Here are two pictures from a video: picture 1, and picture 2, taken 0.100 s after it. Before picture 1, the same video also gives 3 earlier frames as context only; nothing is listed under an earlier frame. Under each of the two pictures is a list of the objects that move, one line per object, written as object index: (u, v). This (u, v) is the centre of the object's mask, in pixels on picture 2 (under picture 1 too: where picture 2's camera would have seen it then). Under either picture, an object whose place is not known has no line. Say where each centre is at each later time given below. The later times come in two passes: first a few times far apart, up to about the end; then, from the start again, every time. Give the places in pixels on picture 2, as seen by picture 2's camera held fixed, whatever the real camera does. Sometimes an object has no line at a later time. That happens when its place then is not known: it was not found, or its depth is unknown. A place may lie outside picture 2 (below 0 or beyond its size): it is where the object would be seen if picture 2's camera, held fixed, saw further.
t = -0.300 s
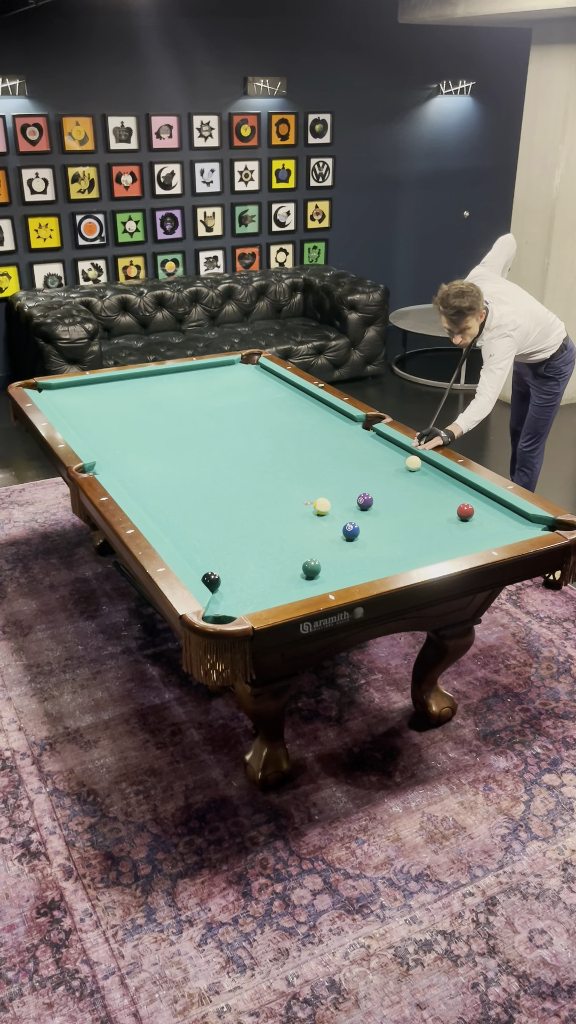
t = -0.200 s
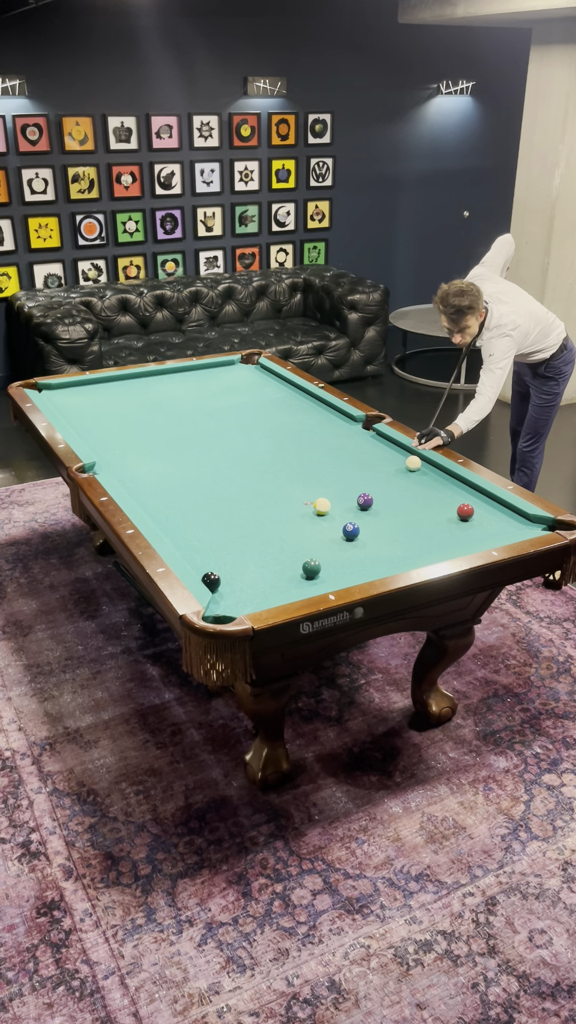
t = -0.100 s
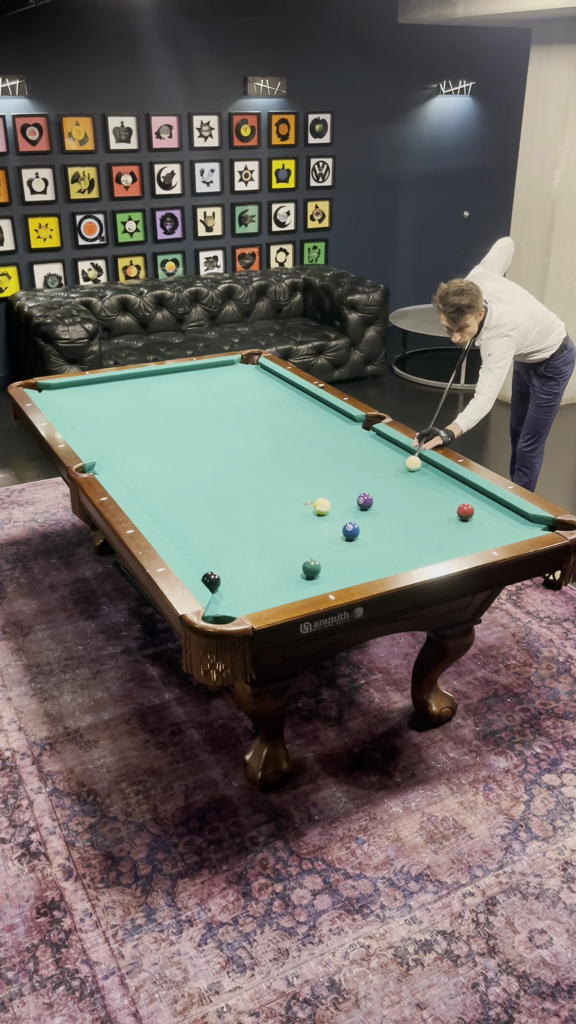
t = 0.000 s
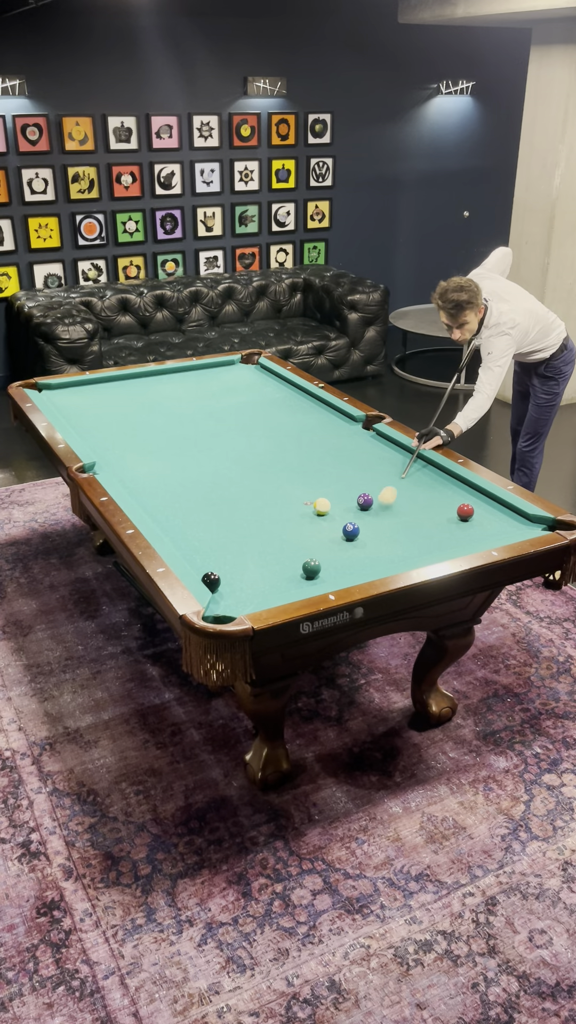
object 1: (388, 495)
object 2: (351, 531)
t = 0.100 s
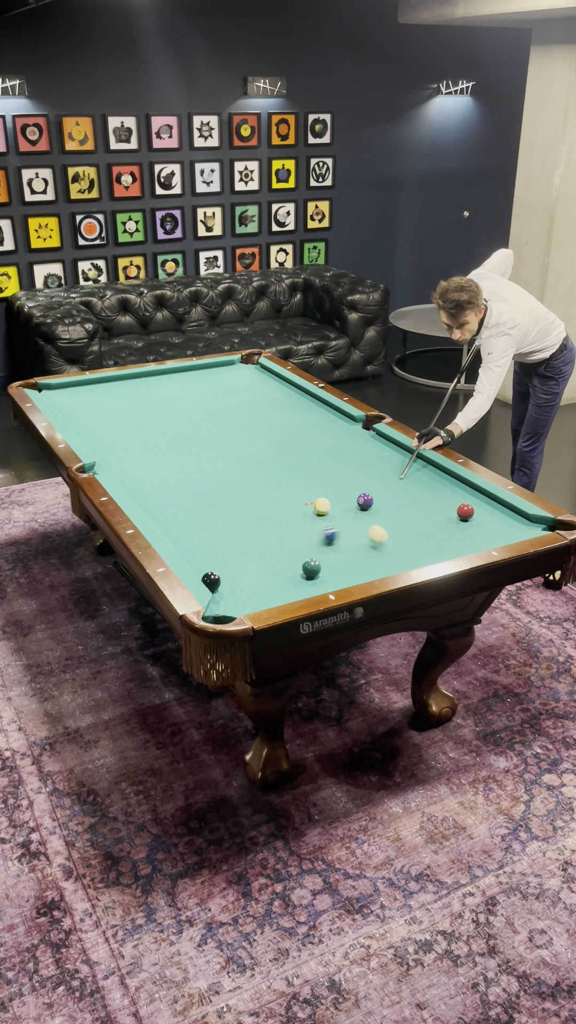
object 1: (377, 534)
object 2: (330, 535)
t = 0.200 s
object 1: (386, 554)
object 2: (269, 548)
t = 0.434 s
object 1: (302, 521)
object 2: (233, 555)
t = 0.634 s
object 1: (247, 498)
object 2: (292, 542)
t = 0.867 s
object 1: (190, 474)
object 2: (351, 528)
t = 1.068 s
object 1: (147, 456)
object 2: (397, 517)
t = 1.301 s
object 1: (103, 437)
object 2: (447, 505)
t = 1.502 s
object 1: (71, 422)
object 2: (485, 496)
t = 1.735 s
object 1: (67, 406)
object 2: (457, 501)
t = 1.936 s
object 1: (63, 393)
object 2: (436, 508)
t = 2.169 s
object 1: (69, 388)
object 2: (411, 514)
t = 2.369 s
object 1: (85, 393)
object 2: (390, 518)
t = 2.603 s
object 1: (103, 398)
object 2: (366, 523)
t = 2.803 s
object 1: (118, 403)
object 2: (346, 527)
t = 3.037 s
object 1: (136, 408)
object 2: (325, 532)
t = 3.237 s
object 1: (151, 413)
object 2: (307, 535)
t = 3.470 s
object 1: (168, 417)
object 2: (287, 539)
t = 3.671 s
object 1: (181, 421)
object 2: (271, 542)
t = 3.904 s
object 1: (197, 426)
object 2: (254, 546)
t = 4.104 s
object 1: (210, 430)
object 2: (240, 548)
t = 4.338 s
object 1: (224, 434)
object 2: (226, 551)
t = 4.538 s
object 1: (236, 438)
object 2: (215, 553)
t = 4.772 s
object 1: (249, 441)
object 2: (204, 554)
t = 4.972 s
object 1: (260, 444)
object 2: (195, 555)
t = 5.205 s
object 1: (272, 447)
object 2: (188, 555)
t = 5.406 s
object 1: (281, 449)
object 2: (189, 554)
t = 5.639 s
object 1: (291, 452)
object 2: (190, 554)
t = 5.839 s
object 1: (298, 453)
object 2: (190, 554)
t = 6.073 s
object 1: (305, 455)
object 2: (189, 554)
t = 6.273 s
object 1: (311, 456)
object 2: (189, 554)
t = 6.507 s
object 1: (316, 457)
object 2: (189, 554)
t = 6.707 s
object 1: (319, 457)
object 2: (189, 554)
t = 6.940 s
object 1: (321, 458)
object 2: (189, 554)
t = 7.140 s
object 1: (322, 458)
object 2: (189, 554)
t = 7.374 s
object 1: (323, 458)
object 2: (189, 554)
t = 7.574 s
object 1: (323, 458)
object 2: (189, 554)
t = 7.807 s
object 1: (323, 458)
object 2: (189, 554)
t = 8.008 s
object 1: (323, 458)
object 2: (189, 554)
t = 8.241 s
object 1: (323, 458)
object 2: (189, 554)
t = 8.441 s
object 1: (323, 458)
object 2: (189, 554)
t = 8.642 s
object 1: (323, 458)
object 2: (189, 554)
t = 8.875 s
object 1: (323, 458)
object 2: (189, 554)
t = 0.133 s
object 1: (388, 548)
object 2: (309, 539)
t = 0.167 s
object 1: (398, 556)
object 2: (289, 544)
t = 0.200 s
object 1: (386, 554)
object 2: (269, 548)
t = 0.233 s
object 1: (371, 549)
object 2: (249, 553)
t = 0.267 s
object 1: (357, 544)
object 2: (231, 557)
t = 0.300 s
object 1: (345, 539)
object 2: (213, 560)
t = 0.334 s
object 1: (333, 534)
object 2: (196, 563)
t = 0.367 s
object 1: (323, 529)
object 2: (206, 562)
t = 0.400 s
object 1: (312, 525)
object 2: (220, 559)
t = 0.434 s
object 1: (302, 521)
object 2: (233, 555)
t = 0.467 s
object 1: (292, 517)
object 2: (244, 553)
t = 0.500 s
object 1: (283, 513)
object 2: (255, 551)
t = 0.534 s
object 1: (274, 509)
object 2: (265, 548)
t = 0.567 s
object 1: (264, 505)
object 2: (274, 546)
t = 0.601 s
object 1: (255, 501)
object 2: (283, 544)
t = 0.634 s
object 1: (247, 498)
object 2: (292, 542)
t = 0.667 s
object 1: (238, 494)
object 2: (300, 540)
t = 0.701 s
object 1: (230, 491)
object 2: (309, 538)
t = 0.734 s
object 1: (222, 487)
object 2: (317, 536)
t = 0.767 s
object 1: (214, 484)
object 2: (326, 534)
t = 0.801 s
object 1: (206, 481)
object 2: (334, 532)
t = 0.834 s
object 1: (198, 477)
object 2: (342, 530)
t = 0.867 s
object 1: (190, 474)
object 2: (351, 528)
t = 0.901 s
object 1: (183, 471)
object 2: (359, 526)
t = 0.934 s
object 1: (176, 468)
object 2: (367, 525)
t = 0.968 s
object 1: (168, 465)
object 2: (374, 523)
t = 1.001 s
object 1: (161, 462)
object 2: (382, 521)
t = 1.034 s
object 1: (154, 459)
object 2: (389, 519)
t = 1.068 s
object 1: (147, 456)
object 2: (397, 517)
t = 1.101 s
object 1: (141, 453)
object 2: (404, 516)
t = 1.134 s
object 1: (134, 451)
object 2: (412, 514)
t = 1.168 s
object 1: (127, 448)
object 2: (419, 512)
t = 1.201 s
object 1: (121, 445)
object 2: (426, 510)
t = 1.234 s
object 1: (115, 442)
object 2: (433, 509)
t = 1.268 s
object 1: (109, 440)
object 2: (440, 507)
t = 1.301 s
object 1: (103, 437)
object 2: (447, 505)
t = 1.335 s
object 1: (97, 435)
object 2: (453, 503)
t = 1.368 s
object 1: (91, 432)
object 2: (460, 500)
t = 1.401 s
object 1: (85, 430)
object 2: (468, 498)
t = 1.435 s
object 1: (80, 427)
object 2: (474, 498)
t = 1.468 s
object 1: (74, 425)
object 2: (481, 497)
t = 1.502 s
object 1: (71, 422)
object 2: (485, 496)
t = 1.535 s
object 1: (71, 420)
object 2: (481, 497)
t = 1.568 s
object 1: (70, 417)
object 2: (476, 498)
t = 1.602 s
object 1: (70, 415)
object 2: (473, 498)
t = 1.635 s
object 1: (69, 413)
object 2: (469, 499)
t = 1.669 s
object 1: (68, 410)
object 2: (465, 499)
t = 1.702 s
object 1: (67, 408)
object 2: (460, 500)
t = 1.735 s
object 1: (67, 406)
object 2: (457, 501)
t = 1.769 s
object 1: (66, 404)
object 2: (453, 503)
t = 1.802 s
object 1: (66, 401)
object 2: (450, 504)
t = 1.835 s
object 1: (65, 399)
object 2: (447, 505)
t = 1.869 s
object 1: (64, 397)
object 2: (443, 506)
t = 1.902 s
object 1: (64, 395)
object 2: (439, 507)
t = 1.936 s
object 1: (63, 393)
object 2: (436, 508)
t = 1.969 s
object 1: (63, 391)
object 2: (432, 509)
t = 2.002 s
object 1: (62, 389)
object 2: (428, 510)
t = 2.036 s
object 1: (61, 387)
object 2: (425, 511)
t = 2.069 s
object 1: (61, 385)
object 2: (421, 511)
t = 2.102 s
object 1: (63, 386)
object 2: (418, 512)
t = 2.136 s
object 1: (66, 387)
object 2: (414, 513)
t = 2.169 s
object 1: (69, 388)
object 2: (411, 514)
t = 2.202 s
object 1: (72, 389)
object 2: (407, 515)
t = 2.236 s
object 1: (74, 389)
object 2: (404, 515)
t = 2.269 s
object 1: (77, 390)
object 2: (400, 516)
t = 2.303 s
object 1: (80, 391)
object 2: (397, 517)
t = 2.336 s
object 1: (82, 392)
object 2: (393, 518)
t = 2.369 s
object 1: (85, 393)
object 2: (390, 518)
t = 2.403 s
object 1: (88, 393)
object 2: (386, 519)
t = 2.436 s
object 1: (90, 394)
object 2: (383, 520)
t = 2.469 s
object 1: (93, 395)
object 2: (379, 521)
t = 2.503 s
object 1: (95, 396)
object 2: (376, 521)
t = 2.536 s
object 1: (98, 397)
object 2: (373, 522)
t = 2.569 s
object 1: (100, 397)
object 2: (369, 523)
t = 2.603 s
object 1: (103, 398)
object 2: (366, 523)
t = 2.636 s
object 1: (105, 399)
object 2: (363, 524)
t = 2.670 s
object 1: (108, 400)
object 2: (360, 525)
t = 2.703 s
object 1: (111, 400)
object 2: (356, 525)
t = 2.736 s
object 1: (113, 401)
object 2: (353, 526)
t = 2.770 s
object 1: (116, 402)
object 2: (350, 527)
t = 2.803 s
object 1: (118, 403)
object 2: (346, 527)
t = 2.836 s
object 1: (121, 404)
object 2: (343, 528)
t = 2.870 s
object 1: (123, 404)
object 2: (340, 528)
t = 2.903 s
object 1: (126, 405)
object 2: (337, 529)
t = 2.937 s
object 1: (129, 406)
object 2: (334, 530)
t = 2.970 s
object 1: (131, 407)
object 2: (331, 531)
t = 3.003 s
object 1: (133, 407)
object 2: (328, 531)
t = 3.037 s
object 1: (136, 408)
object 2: (325, 532)
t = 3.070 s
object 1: (138, 409)
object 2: (322, 532)
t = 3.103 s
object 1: (141, 410)
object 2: (319, 533)
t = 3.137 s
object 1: (143, 410)
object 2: (315, 534)
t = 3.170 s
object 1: (146, 411)
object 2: (312, 534)
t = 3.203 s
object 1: (148, 412)
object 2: (309, 535)
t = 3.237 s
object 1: (151, 413)
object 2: (307, 535)
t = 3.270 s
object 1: (153, 413)
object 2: (304, 536)
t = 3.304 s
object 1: (155, 414)
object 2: (301, 537)
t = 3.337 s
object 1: (158, 415)
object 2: (298, 537)
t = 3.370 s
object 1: (160, 415)
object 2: (295, 538)
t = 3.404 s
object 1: (163, 416)
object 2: (292, 538)
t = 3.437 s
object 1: (165, 417)
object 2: (290, 539)
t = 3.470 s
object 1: (168, 417)
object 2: (287, 539)
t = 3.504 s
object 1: (170, 418)
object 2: (284, 540)
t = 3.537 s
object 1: (172, 419)
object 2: (282, 541)
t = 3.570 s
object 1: (174, 419)
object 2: (279, 541)
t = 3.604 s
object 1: (177, 420)
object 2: (276, 542)
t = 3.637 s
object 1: (179, 421)
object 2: (274, 542)
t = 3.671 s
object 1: (181, 421)
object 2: (271, 542)
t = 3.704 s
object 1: (184, 422)
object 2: (268, 543)
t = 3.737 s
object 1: (186, 423)
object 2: (266, 543)
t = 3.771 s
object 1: (188, 424)
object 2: (263, 544)
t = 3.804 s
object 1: (190, 424)
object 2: (261, 544)
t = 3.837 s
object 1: (193, 425)
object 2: (259, 545)
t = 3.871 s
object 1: (195, 426)
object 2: (256, 545)
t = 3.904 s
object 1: (197, 426)
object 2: (254, 546)
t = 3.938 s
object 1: (199, 427)
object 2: (252, 546)
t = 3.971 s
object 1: (201, 427)
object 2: (249, 547)
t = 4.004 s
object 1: (204, 428)
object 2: (247, 547)
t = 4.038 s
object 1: (206, 429)
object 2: (245, 547)
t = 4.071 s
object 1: (208, 429)
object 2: (242, 548)
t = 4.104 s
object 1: (210, 430)
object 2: (240, 548)
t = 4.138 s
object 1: (212, 430)
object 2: (238, 548)
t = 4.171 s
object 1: (214, 431)
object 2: (236, 549)
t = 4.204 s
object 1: (216, 432)
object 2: (234, 549)
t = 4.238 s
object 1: (218, 432)
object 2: (232, 550)
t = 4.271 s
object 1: (220, 433)
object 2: (230, 550)
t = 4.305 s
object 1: (222, 434)
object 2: (228, 550)
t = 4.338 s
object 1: (224, 434)
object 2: (226, 551)
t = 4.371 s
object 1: (226, 435)
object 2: (224, 551)
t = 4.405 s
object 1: (228, 435)
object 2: (222, 551)
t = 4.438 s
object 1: (230, 436)
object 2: (220, 552)
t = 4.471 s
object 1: (232, 436)
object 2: (219, 552)
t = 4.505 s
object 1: (234, 437)
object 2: (217, 552)
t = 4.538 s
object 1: (236, 438)
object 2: (215, 553)
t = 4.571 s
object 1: (238, 438)
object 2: (213, 553)
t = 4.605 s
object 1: (240, 439)
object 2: (212, 553)
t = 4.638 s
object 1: (242, 439)
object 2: (210, 553)
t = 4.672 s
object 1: (244, 440)
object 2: (208, 553)
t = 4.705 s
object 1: (246, 440)
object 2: (207, 554)
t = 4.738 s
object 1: (248, 441)
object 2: (205, 554)
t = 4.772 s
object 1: (249, 441)
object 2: (204, 554)
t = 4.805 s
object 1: (251, 442)
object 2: (202, 554)
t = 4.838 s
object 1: (253, 442)
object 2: (201, 555)
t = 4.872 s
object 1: (255, 443)
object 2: (199, 555)
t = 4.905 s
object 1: (256, 443)
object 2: (198, 555)
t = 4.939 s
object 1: (258, 444)
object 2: (197, 555)
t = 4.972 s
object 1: (260, 444)
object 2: (195, 555)
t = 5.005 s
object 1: (262, 444)
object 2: (194, 556)
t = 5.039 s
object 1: (264, 445)
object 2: (193, 556)
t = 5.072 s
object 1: (265, 445)
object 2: (192, 556)
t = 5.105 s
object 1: (267, 446)
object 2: (191, 556)
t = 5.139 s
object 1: (269, 446)
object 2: (190, 555)
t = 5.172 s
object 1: (270, 447)
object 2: (189, 555)
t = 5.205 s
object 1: (272, 447)
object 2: (188, 555)
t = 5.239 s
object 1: (273, 447)
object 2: (188, 555)
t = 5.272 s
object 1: (275, 448)
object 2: (189, 555)
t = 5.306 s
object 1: (276, 448)
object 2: (189, 555)
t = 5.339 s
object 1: (278, 449)
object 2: (189, 555)
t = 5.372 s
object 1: (279, 449)
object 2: (189, 555)
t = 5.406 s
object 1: (281, 449)
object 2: (189, 554)
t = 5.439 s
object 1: (282, 450)
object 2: (190, 554)
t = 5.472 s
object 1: (284, 450)
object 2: (190, 554)
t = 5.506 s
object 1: (285, 450)
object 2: (190, 554)
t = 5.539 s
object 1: (287, 451)
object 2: (190, 554)
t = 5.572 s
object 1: (288, 451)
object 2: (190, 554)
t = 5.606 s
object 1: (289, 451)
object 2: (190, 554)
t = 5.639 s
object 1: (291, 452)
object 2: (190, 554)
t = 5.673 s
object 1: (292, 452)
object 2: (190, 554)
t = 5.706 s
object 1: (293, 452)
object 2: (190, 554)
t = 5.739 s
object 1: (294, 452)
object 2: (190, 554)
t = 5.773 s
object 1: (296, 453)
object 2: (190, 554)
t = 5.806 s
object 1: (297, 453)
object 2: (190, 554)
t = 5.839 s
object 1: (298, 453)
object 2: (190, 554)
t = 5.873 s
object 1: (299, 453)
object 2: (190, 554)
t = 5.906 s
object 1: (300, 454)
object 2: (189, 554)
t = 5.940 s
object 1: (301, 454)
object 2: (189, 554)
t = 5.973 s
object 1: (302, 454)
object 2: (189, 554)
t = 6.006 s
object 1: (303, 454)
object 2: (189, 554)
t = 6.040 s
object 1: (304, 455)
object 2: (189, 554)
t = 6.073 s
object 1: (305, 455)
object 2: (189, 554)
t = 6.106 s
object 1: (306, 455)
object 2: (189, 554)
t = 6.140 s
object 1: (307, 455)
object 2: (189, 554)
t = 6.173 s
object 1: (308, 456)
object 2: (189, 554)
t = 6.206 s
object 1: (309, 456)
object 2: (189, 554)
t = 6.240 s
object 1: (310, 456)
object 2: (189, 554)
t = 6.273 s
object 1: (311, 456)
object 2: (189, 554)
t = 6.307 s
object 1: (312, 456)
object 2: (189, 554)
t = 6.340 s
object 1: (313, 456)
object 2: (189, 554)
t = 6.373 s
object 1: (313, 456)
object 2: (189, 554)
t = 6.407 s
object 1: (314, 456)
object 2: (189, 554)
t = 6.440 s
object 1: (315, 457)
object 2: (189, 554)
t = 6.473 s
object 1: (315, 457)
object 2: (189, 554)
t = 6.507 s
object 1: (316, 457)
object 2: (189, 554)
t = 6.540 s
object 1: (317, 457)
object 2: (189, 554)
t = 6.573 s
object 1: (317, 457)
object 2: (189, 554)
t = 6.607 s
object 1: (318, 457)
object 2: (189, 554)
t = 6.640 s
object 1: (318, 457)
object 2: (189, 554)
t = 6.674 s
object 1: (319, 457)
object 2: (189, 554)
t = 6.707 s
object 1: (319, 457)
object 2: (189, 554)
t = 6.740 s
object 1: (320, 457)
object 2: (189, 554)
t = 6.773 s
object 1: (320, 458)
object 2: (189, 554)
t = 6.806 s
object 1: (320, 458)
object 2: (189, 554)
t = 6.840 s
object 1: (321, 458)
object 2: (189, 554)
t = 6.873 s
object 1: (321, 458)
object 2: (189, 554)
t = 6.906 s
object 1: (321, 458)
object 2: (189, 554)
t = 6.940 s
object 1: (321, 458)
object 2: (189, 554)
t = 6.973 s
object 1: (322, 458)
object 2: (189, 554)
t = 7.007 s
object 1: (322, 458)
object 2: (189, 554)
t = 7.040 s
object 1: (322, 458)
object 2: (189, 554)
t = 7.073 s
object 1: (322, 458)
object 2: (189, 554)
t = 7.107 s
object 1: (322, 458)
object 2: (189, 554)
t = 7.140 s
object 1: (322, 458)
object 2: (189, 554)
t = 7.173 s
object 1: (322, 458)
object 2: (189, 554)
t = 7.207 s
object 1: (322, 458)
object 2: (189, 554)
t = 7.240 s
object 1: (323, 458)
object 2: (189, 554)
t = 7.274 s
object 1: (322, 458)
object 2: (189, 554)
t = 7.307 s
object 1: (323, 458)
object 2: (189, 554)
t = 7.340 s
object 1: (323, 458)
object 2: (189, 554)
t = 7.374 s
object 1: (323, 458)
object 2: (189, 554)
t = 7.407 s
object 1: (323, 458)
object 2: (189, 554)
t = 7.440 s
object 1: (323, 458)
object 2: (189, 554)
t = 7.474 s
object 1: (323, 458)
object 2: (189, 554)
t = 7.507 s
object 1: (323, 458)
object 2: (189, 554)
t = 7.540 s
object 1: (323, 458)
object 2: (189, 554)
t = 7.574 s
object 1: (323, 458)
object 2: (189, 554)
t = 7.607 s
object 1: (323, 458)
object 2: (189, 554)
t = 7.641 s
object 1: (323, 458)
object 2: (189, 554)
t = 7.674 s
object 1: (323, 458)
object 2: (189, 554)
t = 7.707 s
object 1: (323, 458)
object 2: (189, 554)
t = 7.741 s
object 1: (323, 458)
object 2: (189, 554)
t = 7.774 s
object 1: (323, 458)
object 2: (189, 554)
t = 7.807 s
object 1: (323, 458)
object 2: (189, 554)
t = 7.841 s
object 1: (323, 458)
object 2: (189, 554)
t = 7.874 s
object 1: (323, 458)
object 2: (189, 554)
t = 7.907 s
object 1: (323, 458)
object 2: (189, 554)
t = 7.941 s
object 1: (323, 458)
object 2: (189, 554)
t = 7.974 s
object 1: (323, 458)
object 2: (189, 554)
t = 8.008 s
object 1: (323, 458)
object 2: (189, 554)
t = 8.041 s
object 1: (323, 458)
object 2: (189, 554)
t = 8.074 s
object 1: (323, 458)
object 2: (189, 554)
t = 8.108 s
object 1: (323, 458)
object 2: (189, 554)
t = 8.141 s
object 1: (323, 458)
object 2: (189, 554)
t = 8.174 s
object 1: (323, 458)
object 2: (189, 554)
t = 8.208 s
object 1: (323, 458)
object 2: (189, 554)
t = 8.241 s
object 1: (323, 458)
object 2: (189, 554)
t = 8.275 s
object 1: (323, 458)
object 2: (189, 554)
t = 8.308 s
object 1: (323, 458)
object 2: (189, 554)
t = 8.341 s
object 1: (323, 458)
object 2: (189, 554)
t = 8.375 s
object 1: (323, 458)
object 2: (189, 554)
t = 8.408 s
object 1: (323, 458)
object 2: (189, 554)
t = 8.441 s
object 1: (323, 458)
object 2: (189, 554)
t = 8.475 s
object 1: (323, 458)
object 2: (189, 554)
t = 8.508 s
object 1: (323, 458)
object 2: (189, 554)
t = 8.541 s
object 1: (323, 457)
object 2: (189, 554)
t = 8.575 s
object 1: (323, 458)
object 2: (189, 554)
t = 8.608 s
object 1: (323, 458)
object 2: (189, 554)
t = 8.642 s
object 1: (323, 458)
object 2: (189, 554)
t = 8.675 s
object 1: (323, 458)
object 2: (189, 554)
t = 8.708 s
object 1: (323, 458)
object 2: (189, 554)
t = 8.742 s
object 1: (323, 457)
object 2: (189, 554)
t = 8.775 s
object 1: (323, 457)
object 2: (189, 554)
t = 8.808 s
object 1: (323, 457)
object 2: (189, 554)
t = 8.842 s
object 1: (323, 458)
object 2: (189, 554)
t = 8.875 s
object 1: (323, 458)
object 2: (189, 554)
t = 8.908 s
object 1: (323, 458)
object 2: (189, 554)
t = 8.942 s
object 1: (323, 458)
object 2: (189, 554)
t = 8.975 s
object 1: (323, 458)
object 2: (189, 554)
